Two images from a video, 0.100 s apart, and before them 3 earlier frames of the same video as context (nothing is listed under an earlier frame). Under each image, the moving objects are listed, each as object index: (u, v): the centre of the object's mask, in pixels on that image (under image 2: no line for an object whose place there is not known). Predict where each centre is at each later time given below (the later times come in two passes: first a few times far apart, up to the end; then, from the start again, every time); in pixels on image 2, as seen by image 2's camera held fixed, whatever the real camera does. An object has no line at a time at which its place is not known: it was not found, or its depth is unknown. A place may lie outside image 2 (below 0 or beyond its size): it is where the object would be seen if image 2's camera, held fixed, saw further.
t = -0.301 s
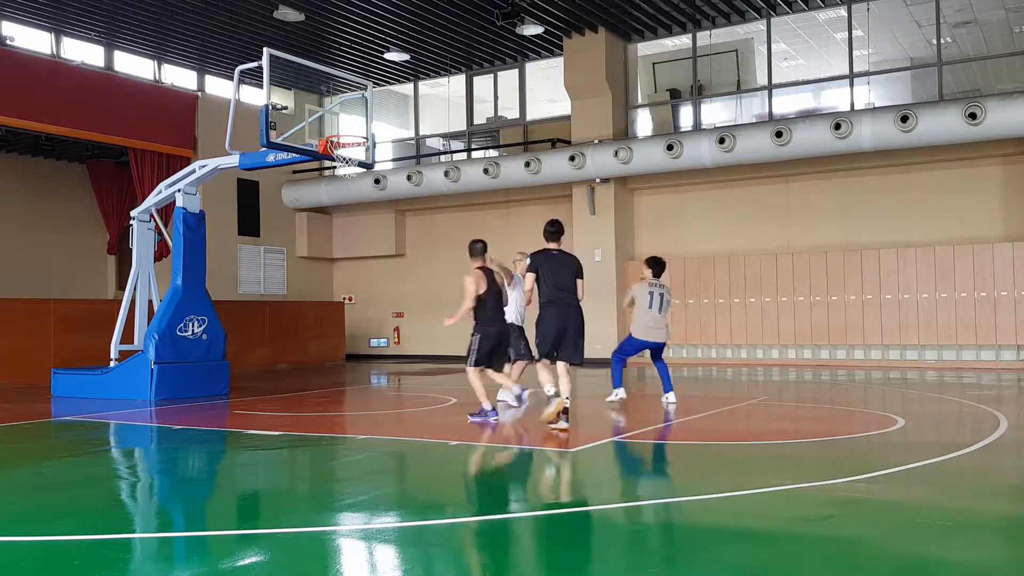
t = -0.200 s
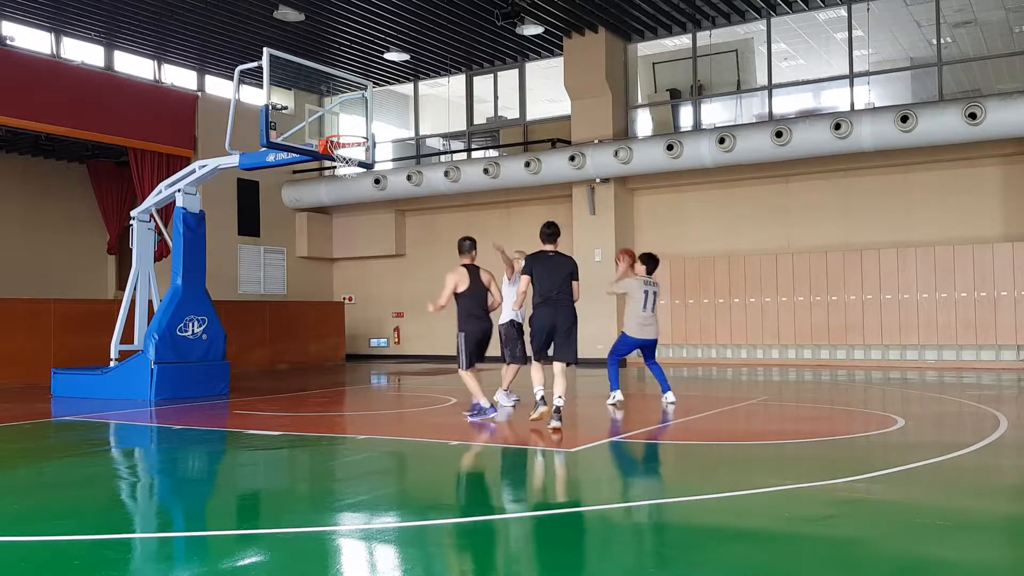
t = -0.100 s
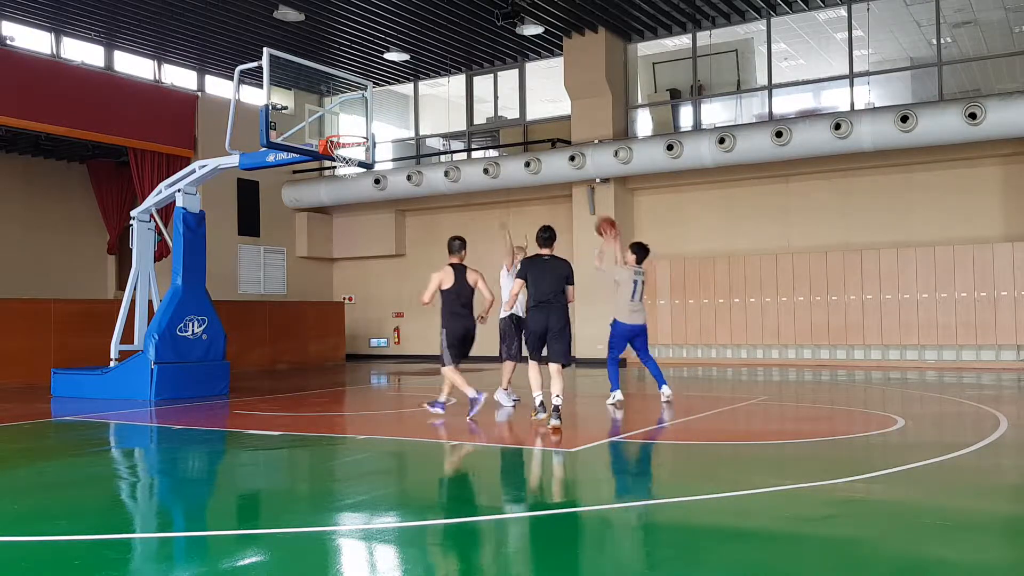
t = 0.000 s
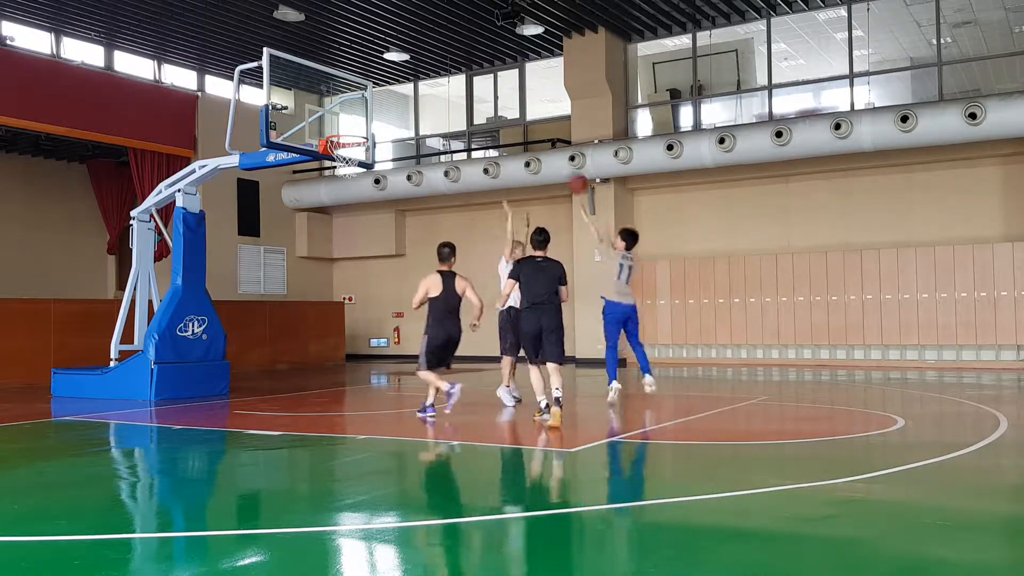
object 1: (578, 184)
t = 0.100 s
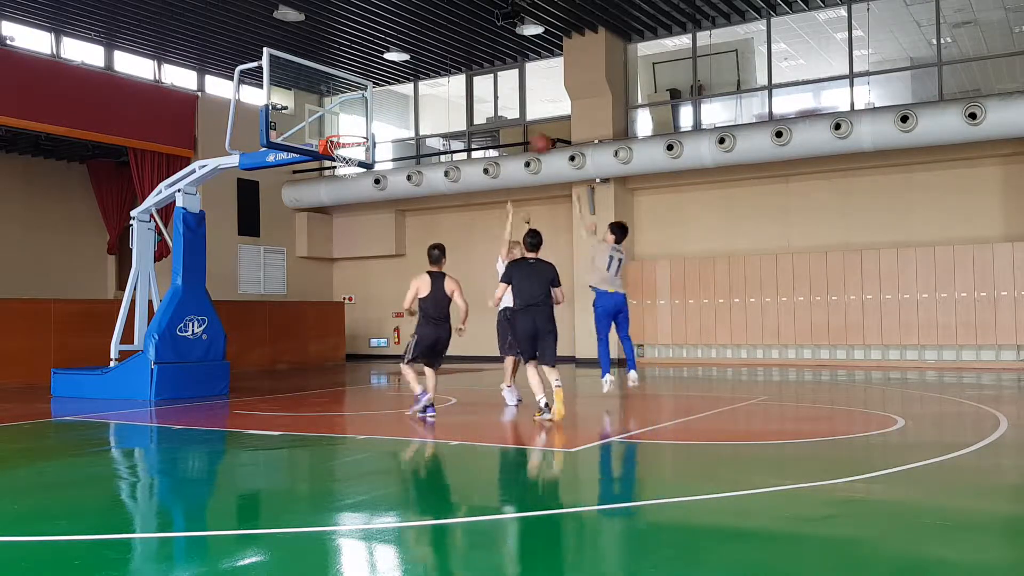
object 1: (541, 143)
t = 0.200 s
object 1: (506, 113)
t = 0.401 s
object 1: (440, 78)
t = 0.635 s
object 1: (365, 79)
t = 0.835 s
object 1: (317, 112)
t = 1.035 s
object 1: (333, 143)
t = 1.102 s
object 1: (337, 156)
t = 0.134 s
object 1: (529, 131)
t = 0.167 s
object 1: (520, 122)
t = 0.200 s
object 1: (506, 113)
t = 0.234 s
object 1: (496, 104)
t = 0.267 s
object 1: (484, 97)
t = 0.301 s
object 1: (473, 91)
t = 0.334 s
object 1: (462, 86)
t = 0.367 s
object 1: (451, 80)
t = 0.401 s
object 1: (440, 78)
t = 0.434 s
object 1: (428, 75)
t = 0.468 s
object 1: (418, 73)
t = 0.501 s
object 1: (408, 72)
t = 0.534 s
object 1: (396, 73)
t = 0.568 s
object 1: (385, 74)
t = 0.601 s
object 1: (375, 76)
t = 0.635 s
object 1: (365, 79)
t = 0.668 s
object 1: (354, 83)
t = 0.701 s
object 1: (343, 88)
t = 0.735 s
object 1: (333, 94)
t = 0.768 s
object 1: (323, 101)
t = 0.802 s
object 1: (315, 109)
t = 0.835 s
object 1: (317, 112)
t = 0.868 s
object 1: (322, 119)
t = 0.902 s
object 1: (327, 125)
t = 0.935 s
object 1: (330, 130)
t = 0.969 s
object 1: (331, 133)
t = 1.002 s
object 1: (333, 138)
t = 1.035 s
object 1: (333, 143)
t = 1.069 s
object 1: (334, 148)
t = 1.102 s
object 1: (337, 156)
